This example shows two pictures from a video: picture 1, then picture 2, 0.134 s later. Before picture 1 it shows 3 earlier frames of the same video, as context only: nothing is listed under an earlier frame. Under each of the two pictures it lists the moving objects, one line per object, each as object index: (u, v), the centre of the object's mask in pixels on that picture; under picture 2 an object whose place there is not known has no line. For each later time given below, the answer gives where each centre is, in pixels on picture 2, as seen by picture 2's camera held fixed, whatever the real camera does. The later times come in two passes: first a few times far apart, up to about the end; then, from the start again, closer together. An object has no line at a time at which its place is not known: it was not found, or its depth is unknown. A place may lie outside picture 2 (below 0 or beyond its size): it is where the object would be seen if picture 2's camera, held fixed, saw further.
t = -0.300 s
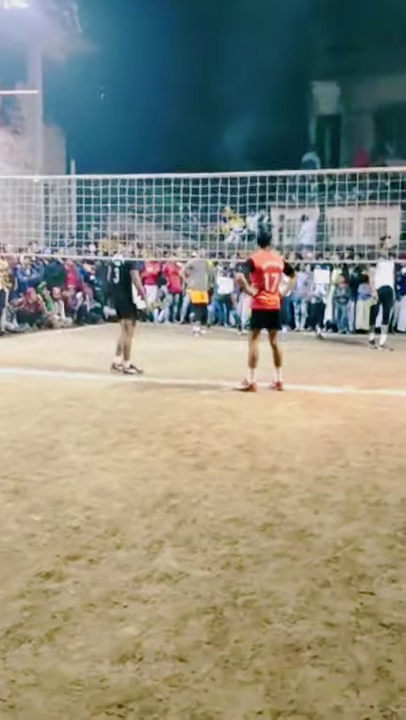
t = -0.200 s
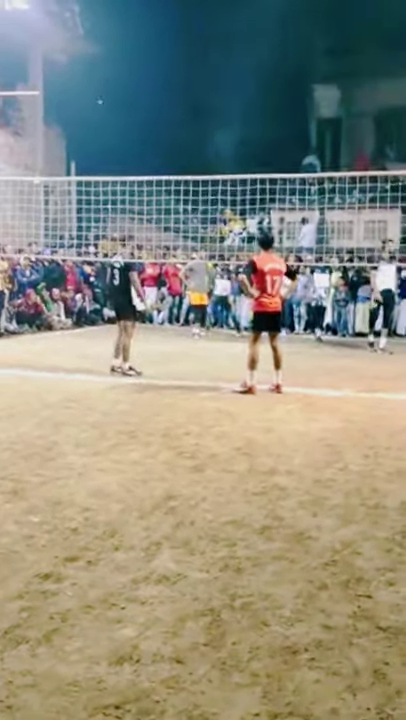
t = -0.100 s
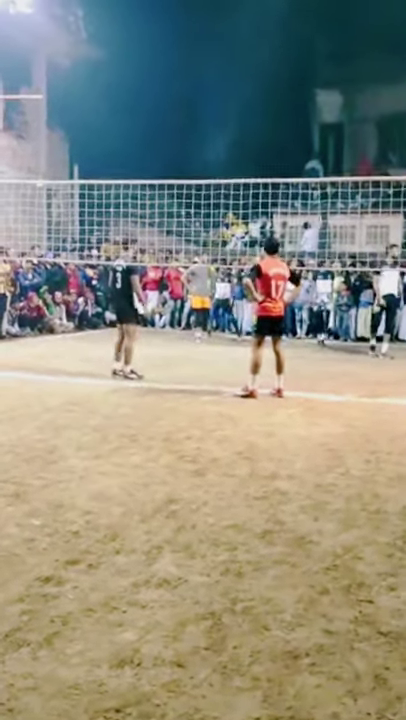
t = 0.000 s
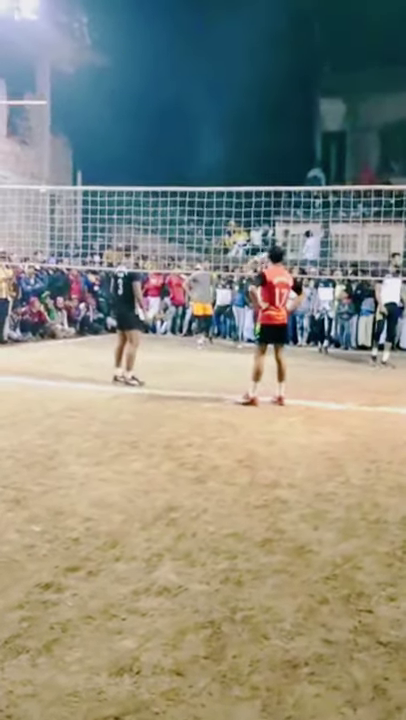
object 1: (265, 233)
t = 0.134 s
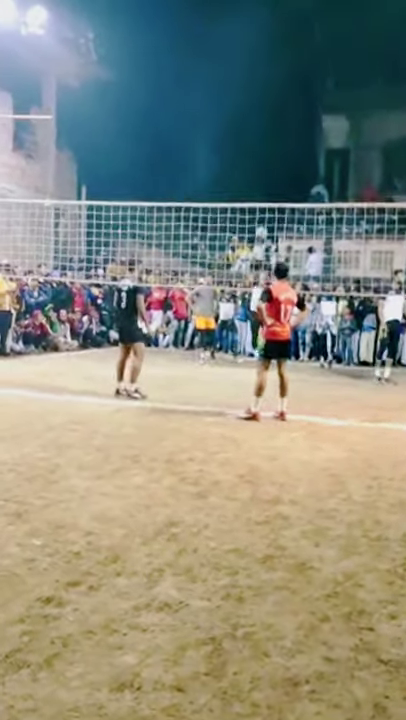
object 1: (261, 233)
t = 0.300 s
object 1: (253, 188)
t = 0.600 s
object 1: (234, 141)
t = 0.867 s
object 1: (210, 144)
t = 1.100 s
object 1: (186, 190)
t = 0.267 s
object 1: (255, 196)
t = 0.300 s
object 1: (253, 188)
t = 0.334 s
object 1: (251, 180)
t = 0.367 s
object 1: (249, 174)
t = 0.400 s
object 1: (247, 167)
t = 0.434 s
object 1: (245, 161)
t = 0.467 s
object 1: (243, 156)
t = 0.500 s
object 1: (241, 151)
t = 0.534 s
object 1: (238, 147)
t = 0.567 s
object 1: (236, 144)
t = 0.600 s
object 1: (234, 141)
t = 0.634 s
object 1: (231, 138)
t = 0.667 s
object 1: (229, 137)
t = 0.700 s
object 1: (226, 136)
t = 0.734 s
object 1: (222, 136)
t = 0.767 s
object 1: (220, 137)
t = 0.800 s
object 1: (217, 138)
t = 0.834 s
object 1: (214, 141)
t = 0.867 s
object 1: (210, 144)
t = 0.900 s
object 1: (207, 148)
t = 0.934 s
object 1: (204, 152)
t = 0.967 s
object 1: (200, 158)
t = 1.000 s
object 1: (197, 165)
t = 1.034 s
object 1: (193, 172)
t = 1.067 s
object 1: (190, 181)
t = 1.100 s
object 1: (186, 190)
